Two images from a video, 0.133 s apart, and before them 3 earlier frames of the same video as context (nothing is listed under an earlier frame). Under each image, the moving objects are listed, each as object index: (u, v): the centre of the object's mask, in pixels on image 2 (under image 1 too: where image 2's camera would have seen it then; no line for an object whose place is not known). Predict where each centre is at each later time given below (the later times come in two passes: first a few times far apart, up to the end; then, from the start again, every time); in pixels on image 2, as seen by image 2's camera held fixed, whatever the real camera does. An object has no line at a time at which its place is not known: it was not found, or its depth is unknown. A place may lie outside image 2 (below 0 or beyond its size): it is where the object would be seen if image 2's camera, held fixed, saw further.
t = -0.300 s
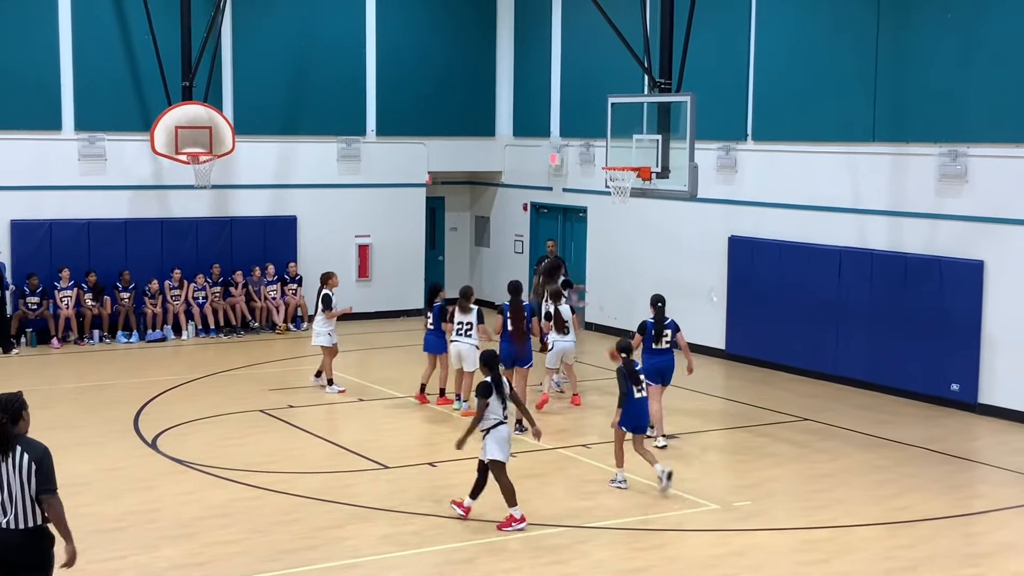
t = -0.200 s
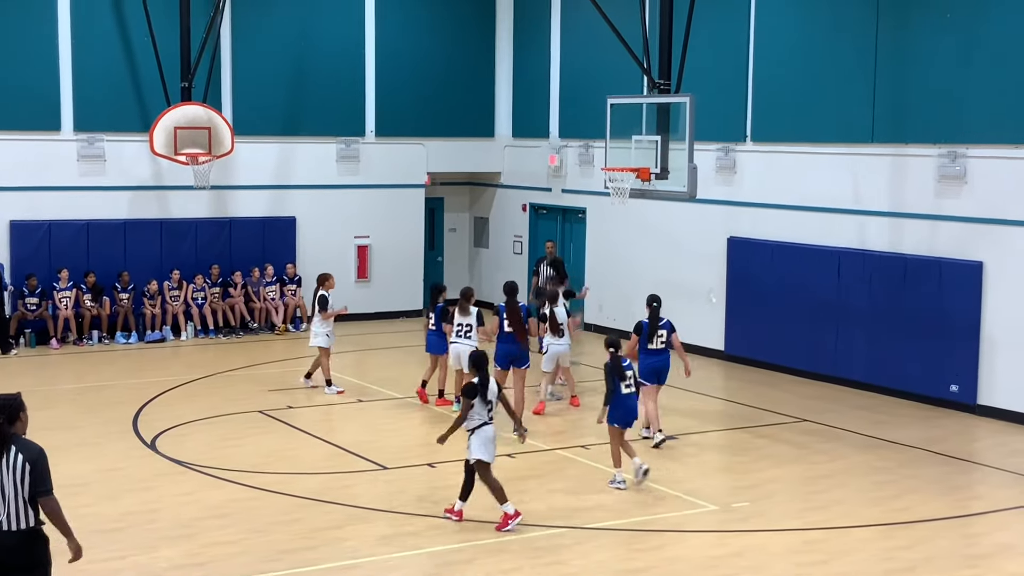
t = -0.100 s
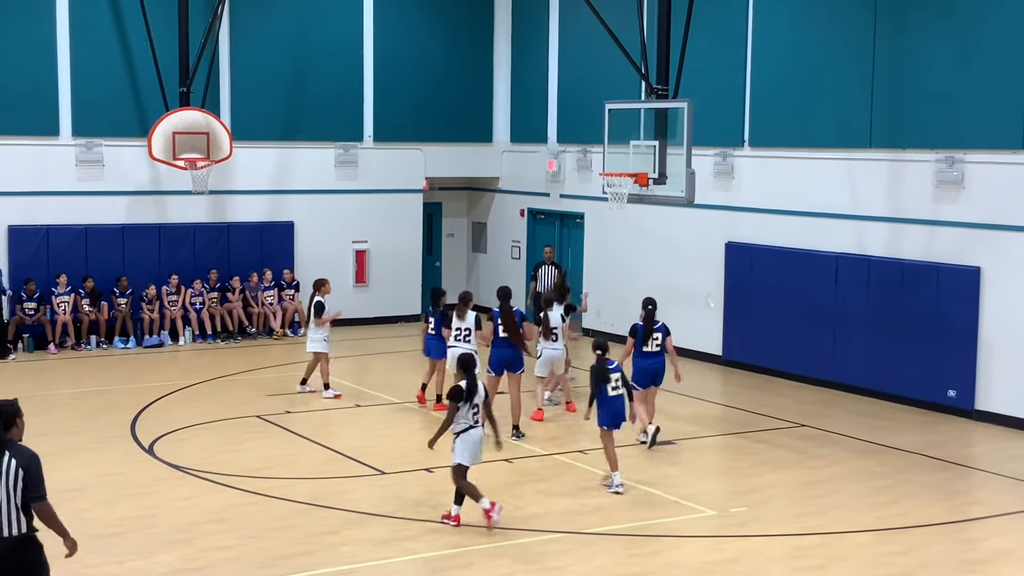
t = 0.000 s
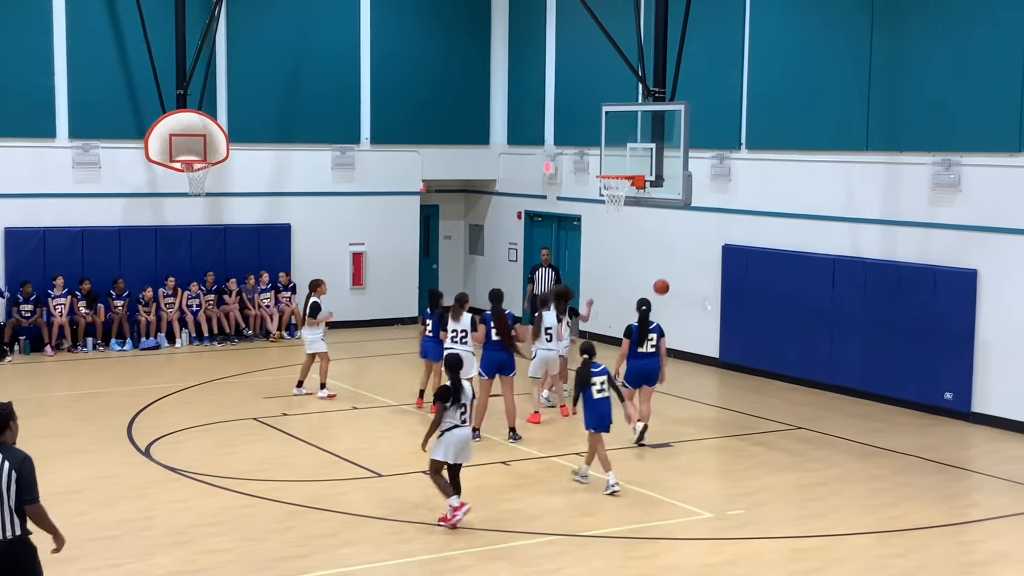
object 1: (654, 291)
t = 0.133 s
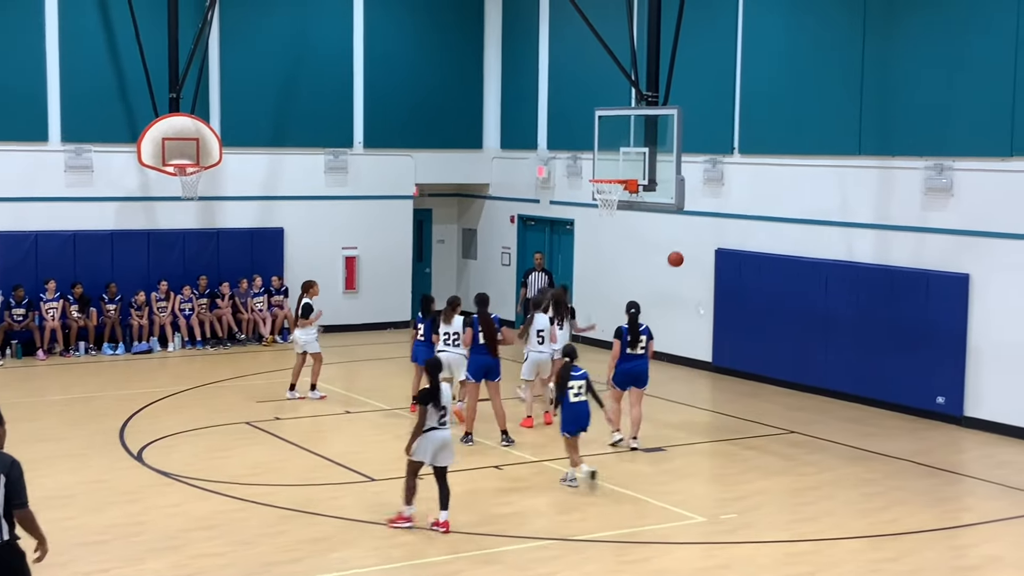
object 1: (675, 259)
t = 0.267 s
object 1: (696, 241)
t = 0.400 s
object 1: (715, 234)
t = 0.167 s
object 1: (680, 253)
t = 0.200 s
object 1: (686, 248)
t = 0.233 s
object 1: (691, 244)
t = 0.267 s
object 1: (696, 241)
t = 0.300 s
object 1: (700, 238)
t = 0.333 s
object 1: (705, 236)
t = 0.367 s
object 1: (710, 235)
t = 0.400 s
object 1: (715, 234)
